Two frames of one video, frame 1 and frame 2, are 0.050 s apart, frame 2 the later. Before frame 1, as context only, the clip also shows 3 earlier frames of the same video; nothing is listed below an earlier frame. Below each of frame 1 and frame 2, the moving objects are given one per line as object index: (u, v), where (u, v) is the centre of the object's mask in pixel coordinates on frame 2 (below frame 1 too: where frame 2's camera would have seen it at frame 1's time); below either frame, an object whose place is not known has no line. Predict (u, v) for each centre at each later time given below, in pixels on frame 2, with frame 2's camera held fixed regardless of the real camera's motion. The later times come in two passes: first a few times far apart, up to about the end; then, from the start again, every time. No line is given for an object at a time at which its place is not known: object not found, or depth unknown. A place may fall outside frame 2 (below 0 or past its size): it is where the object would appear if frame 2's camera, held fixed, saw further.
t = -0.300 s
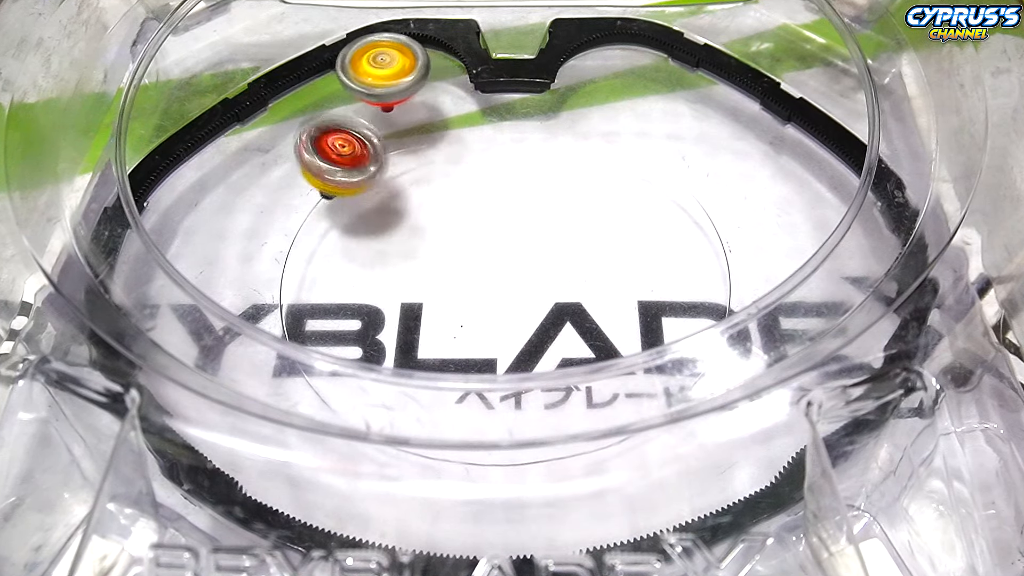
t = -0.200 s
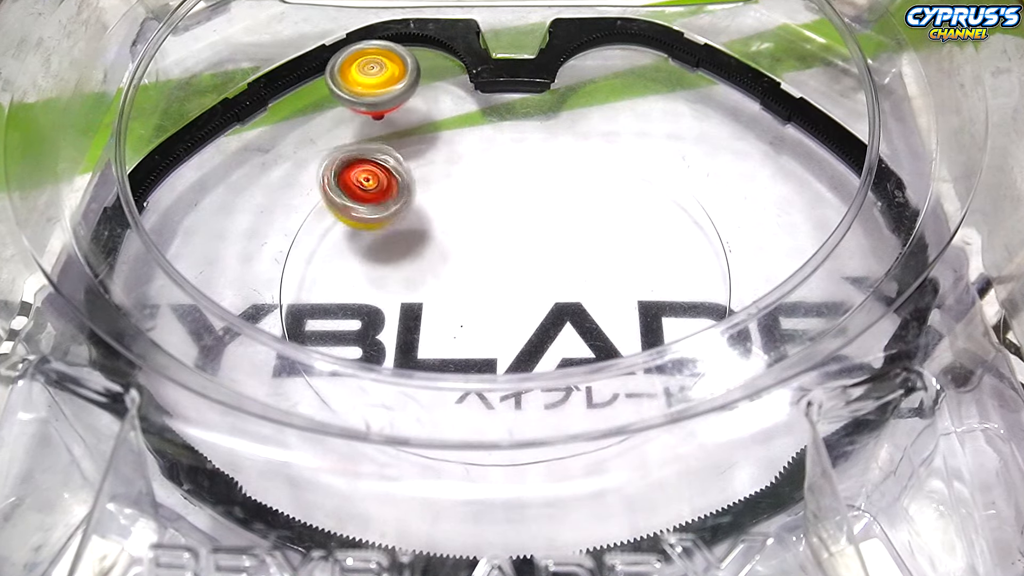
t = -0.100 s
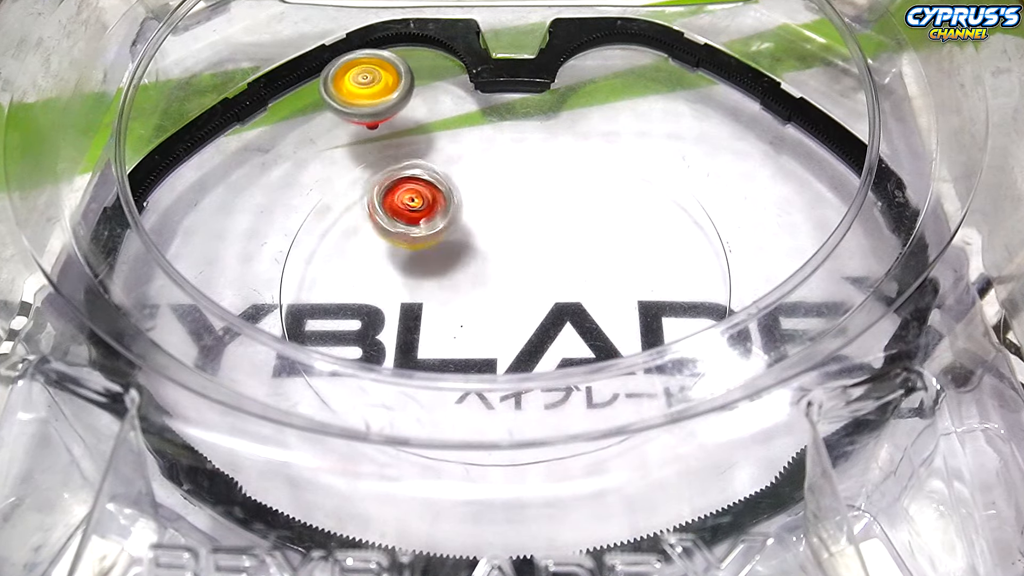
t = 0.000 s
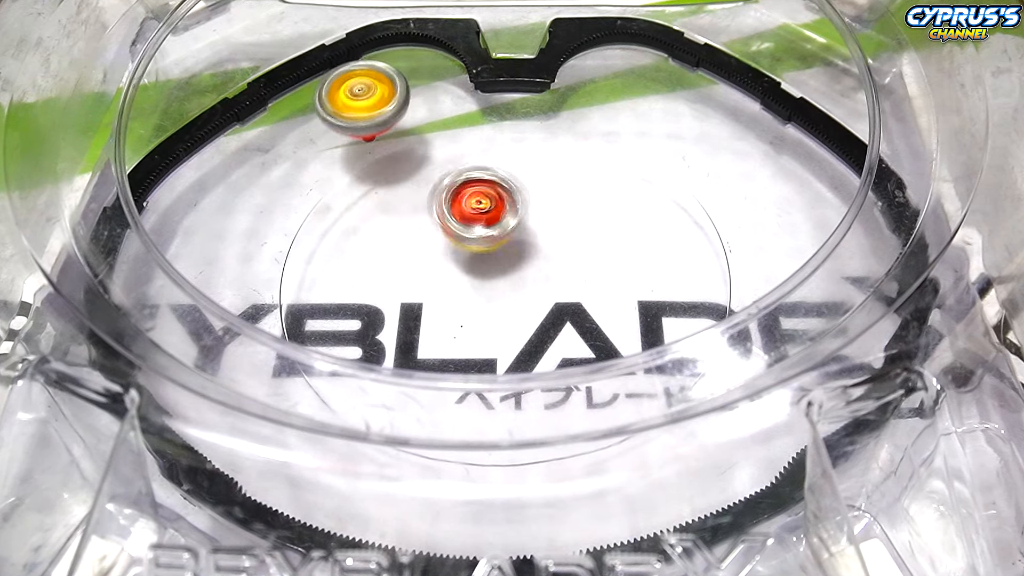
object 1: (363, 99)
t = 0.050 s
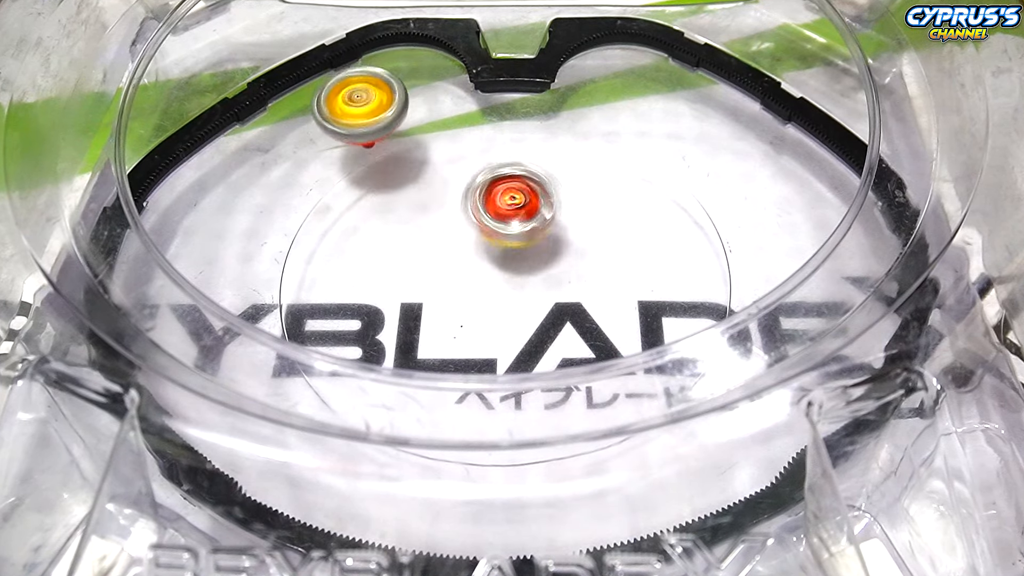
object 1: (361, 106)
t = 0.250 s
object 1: (358, 179)
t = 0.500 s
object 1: (593, 335)
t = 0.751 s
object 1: (722, 169)
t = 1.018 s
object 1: (703, 146)
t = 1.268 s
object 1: (585, 140)
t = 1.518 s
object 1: (442, 136)
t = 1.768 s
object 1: (413, 169)
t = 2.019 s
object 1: (492, 222)
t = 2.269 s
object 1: (581, 223)
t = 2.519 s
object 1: (586, 222)
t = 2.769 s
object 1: (531, 203)
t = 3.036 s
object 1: (409, 269)
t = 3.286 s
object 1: (431, 336)
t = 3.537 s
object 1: (494, 331)
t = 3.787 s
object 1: (519, 298)
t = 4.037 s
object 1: (515, 286)
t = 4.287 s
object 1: (501, 276)
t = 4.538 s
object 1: (502, 269)
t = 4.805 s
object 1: (512, 278)
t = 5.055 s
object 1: (527, 366)
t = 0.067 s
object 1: (361, 108)
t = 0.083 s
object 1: (361, 110)
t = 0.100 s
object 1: (361, 113)
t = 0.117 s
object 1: (361, 115)
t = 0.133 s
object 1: (361, 118)
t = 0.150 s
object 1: (361, 122)
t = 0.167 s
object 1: (361, 126)
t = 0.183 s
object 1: (361, 134)
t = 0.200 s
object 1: (361, 143)
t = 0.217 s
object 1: (359, 152)
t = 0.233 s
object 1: (359, 165)
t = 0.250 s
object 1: (358, 179)
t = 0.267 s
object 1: (357, 191)
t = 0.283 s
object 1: (359, 208)
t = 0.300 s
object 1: (363, 223)
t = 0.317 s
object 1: (366, 239)
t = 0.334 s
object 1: (374, 258)
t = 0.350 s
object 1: (386, 276)
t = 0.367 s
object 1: (401, 292)
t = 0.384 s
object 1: (416, 305)
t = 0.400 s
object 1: (438, 321)
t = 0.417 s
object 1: (460, 330)
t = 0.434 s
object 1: (486, 336)
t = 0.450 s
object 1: (511, 339)
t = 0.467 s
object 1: (542, 340)
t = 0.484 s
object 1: (564, 340)
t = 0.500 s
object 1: (593, 335)
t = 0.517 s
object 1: (618, 329)
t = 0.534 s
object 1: (640, 323)
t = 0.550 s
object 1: (665, 314)
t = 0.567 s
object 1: (686, 305)
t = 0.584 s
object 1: (707, 292)
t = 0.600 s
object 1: (718, 278)
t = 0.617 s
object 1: (724, 265)
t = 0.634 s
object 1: (726, 250)
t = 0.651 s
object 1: (728, 233)
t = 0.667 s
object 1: (729, 218)
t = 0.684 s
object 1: (728, 204)
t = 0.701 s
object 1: (726, 193)
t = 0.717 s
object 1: (725, 182)
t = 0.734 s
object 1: (723, 175)
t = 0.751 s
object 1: (722, 169)
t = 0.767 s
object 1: (721, 164)
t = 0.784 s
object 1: (720, 161)
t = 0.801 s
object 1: (720, 159)
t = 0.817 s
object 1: (720, 157)
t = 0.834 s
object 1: (719, 156)
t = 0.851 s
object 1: (718, 155)
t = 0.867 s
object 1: (717, 153)
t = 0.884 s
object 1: (716, 152)
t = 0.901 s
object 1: (714, 151)
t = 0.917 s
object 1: (713, 150)
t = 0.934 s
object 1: (712, 149)
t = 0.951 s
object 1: (710, 149)
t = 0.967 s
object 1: (708, 148)
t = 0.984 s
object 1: (707, 147)
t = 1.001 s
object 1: (705, 146)
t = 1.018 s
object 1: (703, 146)
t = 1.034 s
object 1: (701, 145)
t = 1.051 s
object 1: (699, 144)
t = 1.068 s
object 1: (697, 144)
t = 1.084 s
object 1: (694, 143)
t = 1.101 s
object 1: (691, 142)
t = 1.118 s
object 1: (687, 141)
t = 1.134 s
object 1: (682, 140)
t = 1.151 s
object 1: (675, 140)
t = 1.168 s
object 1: (667, 139)
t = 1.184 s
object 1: (656, 141)
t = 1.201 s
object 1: (643, 139)
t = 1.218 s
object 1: (629, 140)
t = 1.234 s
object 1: (615, 139)
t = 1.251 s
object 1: (600, 140)
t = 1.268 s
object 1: (585, 140)
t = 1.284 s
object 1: (568, 141)
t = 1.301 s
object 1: (551, 144)
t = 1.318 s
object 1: (531, 147)
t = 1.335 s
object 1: (512, 153)
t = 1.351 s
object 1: (493, 159)
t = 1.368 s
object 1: (473, 168)
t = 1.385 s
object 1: (461, 171)
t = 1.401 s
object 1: (459, 161)
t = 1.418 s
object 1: (458, 152)
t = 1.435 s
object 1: (456, 144)
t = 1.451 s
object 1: (454, 140)
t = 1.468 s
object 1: (451, 137)
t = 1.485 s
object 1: (448, 135)
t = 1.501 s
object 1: (445, 135)
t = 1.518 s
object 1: (442, 136)
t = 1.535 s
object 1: (440, 137)
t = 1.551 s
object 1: (439, 138)
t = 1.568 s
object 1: (436, 140)
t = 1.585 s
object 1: (435, 142)
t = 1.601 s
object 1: (433, 144)
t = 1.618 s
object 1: (416, 144)
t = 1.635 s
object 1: (416, 146)
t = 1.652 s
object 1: (415, 149)
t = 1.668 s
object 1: (415, 151)
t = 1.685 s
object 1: (413, 154)
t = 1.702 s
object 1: (412, 157)
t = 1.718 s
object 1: (410, 158)
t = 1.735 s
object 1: (410, 162)
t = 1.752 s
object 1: (410, 165)
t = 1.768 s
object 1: (413, 169)
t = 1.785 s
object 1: (406, 174)
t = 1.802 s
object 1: (411, 179)
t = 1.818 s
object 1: (410, 185)
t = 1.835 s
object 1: (410, 191)
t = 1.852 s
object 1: (407, 198)
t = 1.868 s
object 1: (412, 205)
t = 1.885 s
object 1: (409, 212)
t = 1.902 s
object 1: (416, 220)
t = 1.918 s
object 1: (415, 227)
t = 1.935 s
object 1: (429, 228)
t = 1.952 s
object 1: (444, 224)
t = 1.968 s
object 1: (459, 223)
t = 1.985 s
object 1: (472, 222)
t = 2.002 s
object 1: (482, 222)
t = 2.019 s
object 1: (492, 222)
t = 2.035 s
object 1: (500, 222)
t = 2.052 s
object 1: (507, 222)
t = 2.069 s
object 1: (514, 222)
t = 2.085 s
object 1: (521, 223)
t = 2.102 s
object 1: (527, 223)
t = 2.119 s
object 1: (534, 223)
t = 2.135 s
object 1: (541, 223)
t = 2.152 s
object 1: (549, 223)
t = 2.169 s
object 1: (552, 223)
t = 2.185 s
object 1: (558, 223)
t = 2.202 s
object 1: (566, 223)
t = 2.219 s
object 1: (570, 223)
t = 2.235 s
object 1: (574, 223)
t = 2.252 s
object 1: (575, 223)
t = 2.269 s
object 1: (581, 223)
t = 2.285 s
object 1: (581, 221)
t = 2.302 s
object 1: (586, 222)
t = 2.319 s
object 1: (588, 222)
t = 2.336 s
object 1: (589, 222)
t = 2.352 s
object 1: (590, 222)
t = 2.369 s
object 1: (590, 223)
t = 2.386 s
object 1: (590, 222)
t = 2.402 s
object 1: (590, 223)
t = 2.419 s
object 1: (589, 223)
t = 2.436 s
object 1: (589, 223)
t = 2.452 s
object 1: (586, 222)
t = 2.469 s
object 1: (585, 221)
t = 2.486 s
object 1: (586, 222)
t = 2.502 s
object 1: (584, 221)
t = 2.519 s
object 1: (586, 222)
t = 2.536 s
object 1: (584, 222)
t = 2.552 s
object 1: (583, 221)
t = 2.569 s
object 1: (583, 220)
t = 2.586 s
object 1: (583, 219)
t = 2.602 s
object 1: (578, 214)
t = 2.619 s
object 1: (575, 209)
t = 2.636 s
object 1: (584, 205)
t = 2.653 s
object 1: (579, 204)
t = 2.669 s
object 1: (574, 203)
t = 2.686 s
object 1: (567, 202)
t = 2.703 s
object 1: (561, 202)
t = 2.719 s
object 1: (554, 201)
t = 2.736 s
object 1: (547, 202)
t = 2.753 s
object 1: (539, 202)
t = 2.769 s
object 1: (531, 203)
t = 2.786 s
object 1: (522, 204)
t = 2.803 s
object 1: (514, 206)
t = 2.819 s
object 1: (506, 208)
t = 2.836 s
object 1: (497, 210)
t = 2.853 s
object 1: (489, 213)
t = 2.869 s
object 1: (480, 217)
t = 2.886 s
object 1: (471, 220)
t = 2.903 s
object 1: (462, 225)
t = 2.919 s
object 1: (454, 229)
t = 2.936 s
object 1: (446, 234)
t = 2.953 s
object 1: (438, 239)
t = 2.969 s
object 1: (432, 244)
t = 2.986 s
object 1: (425, 250)
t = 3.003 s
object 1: (419, 256)
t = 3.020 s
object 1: (414, 262)
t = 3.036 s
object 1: (409, 269)
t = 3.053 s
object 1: (405, 275)
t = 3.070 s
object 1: (402, 282)
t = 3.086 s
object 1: (400, 288)
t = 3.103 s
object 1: (399, 295)
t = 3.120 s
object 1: (399, 300)
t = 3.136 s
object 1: (399, 307)
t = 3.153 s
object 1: (400, 311)
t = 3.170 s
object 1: (403, 317)
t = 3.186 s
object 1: (405, 321)
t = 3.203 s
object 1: (409, 324)
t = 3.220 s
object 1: (413, 327)
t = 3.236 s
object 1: (416, 330)
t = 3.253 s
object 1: (421, 332)
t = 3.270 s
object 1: (425, 334)
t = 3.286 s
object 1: (431, 336)
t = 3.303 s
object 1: (436, 337)
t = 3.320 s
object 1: (441, 338)
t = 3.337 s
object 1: (446, 338)
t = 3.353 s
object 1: (450, 339)
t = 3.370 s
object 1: (456, 339)
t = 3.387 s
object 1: (460, 338)
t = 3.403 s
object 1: (465, 338)
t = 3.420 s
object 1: (469, 337)
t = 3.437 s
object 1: (473, 337)
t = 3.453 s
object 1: (477, 336)
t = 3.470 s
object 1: (481, 335)
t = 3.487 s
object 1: (484, 334)
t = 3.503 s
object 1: (487, 334)
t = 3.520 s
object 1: (491, 332)
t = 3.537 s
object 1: (494, 331)
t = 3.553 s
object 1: (499, 329)
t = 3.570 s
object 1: (503, 328)
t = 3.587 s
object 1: (508, 327)
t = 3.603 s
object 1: (512, 325)
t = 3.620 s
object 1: (517, 321)
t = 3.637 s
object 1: (522, 317)
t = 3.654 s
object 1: (526, 312)
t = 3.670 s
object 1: (530, 308)
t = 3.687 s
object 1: (534, 304)
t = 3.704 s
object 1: (537, 300)
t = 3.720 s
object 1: (536, 298)
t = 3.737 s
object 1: (530, 299)
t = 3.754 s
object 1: (525, 299)
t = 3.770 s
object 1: (521, 299)
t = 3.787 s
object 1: (519, 298)
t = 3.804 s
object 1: (518, 297)
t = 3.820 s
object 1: (518, 296)
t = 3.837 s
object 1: (518, 295)
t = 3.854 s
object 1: (517, 295)
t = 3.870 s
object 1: (517, 294)
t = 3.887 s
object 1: (516, 294)
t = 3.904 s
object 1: (517, 293)
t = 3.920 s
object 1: (516, 292)
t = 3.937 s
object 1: (516, 291)
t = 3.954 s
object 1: (516, 290)
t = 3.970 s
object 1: (516, 290)
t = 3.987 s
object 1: (516, 289)
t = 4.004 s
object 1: (516, 288)
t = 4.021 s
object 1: (516, 287)
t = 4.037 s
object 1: (515, 286)
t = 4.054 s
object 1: (512, 287)
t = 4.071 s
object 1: (506, 288)
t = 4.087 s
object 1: (503, 288)
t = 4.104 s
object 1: (501, 287)
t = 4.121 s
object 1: (501, 285)
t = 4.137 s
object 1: (500, 284)
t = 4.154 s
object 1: (501, 283)
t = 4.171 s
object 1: (501, 283)
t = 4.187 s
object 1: (501, 282)
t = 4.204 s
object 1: (500, 281)
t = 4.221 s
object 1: (501, 280)
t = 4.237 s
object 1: (501, 279)
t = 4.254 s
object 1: (501, 278)
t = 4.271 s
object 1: (501, 277)
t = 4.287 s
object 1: (501, 276)
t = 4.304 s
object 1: (502, 275)
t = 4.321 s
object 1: (502, 274)
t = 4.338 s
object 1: (503, 272)
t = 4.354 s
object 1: (503, 271)
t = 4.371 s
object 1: (504, 269)
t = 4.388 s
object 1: (503, 269)
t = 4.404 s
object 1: (503, 271)
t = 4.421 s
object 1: (500, 272)
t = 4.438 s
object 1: (500, 271)
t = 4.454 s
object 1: (499, 271)
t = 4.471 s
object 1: (501, 270)
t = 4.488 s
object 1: (501, 270)
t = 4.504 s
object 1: (502, 270)
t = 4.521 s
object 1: (502, 269)
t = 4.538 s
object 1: (502, 269)
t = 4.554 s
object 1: (503, 269)
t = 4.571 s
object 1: (503, 268)
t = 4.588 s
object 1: (504, 268)
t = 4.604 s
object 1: (505, 268)
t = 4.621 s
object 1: (505, 267)
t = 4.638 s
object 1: (505, 267)
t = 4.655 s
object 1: (506, 266)
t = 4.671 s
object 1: (507, 268)
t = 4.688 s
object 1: (508, 271)
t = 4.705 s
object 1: (508, 275)
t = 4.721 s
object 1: (509, 277)
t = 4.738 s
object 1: (510, 278)
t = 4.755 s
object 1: (511, 277)
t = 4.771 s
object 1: (511, 278)
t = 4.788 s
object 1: (512, 278)
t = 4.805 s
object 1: (512, 278)
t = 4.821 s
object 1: (513, 278)
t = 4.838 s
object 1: (513, 278)
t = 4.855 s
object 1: (514, 278)
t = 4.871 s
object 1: (515, 278)
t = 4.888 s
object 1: (516, 278)
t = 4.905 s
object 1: (516, 278)
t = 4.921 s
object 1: (517, 278)
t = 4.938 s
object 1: (514, 285)
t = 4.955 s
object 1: (512, 300)
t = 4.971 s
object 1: (510, 318)
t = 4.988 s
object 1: (510, 330)
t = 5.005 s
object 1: (512, 338)
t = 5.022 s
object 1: (515, 344)
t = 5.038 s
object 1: (521, 349)
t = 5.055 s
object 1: (527, 366)
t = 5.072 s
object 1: (538, 388)
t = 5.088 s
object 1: (545, 391)
